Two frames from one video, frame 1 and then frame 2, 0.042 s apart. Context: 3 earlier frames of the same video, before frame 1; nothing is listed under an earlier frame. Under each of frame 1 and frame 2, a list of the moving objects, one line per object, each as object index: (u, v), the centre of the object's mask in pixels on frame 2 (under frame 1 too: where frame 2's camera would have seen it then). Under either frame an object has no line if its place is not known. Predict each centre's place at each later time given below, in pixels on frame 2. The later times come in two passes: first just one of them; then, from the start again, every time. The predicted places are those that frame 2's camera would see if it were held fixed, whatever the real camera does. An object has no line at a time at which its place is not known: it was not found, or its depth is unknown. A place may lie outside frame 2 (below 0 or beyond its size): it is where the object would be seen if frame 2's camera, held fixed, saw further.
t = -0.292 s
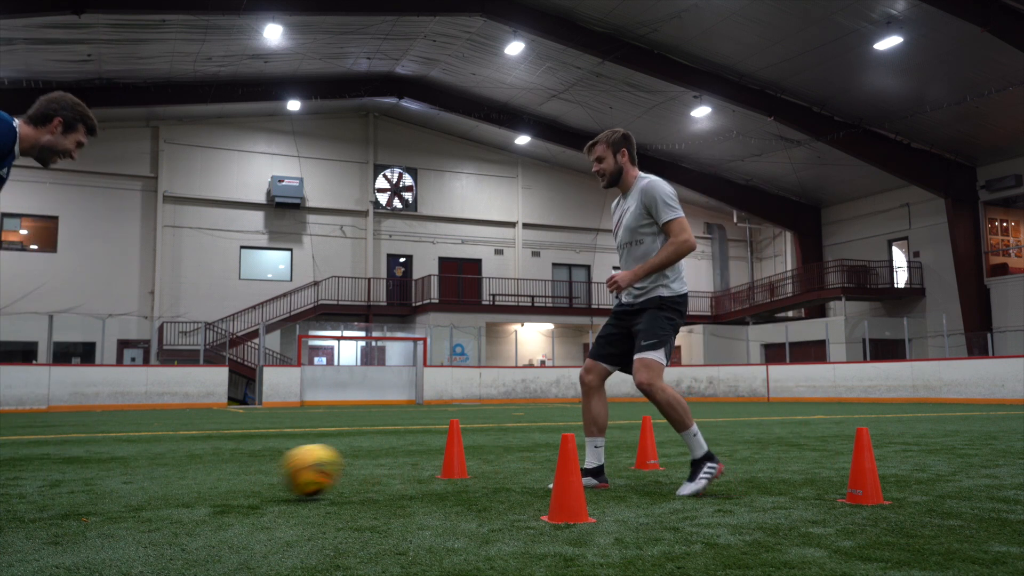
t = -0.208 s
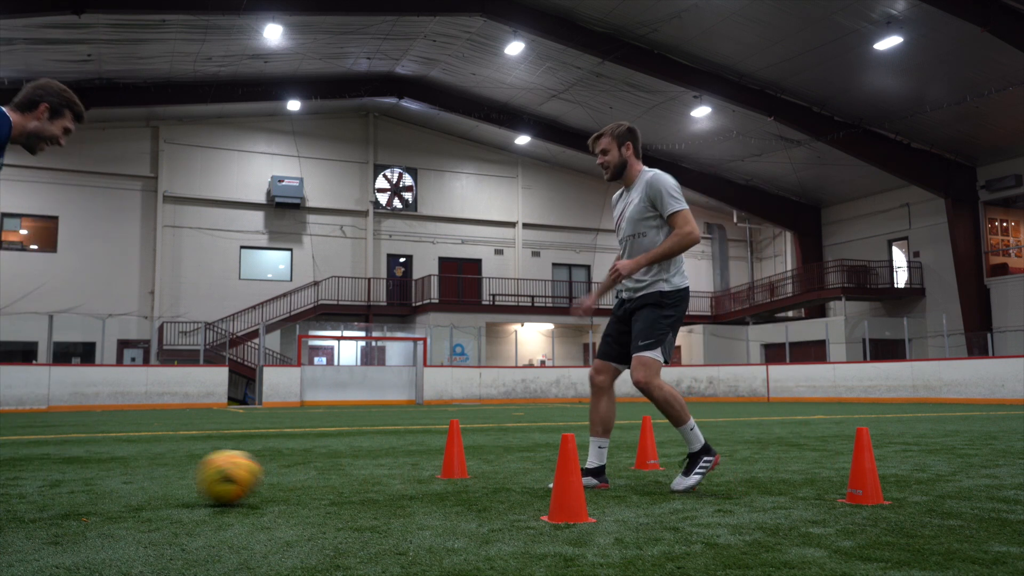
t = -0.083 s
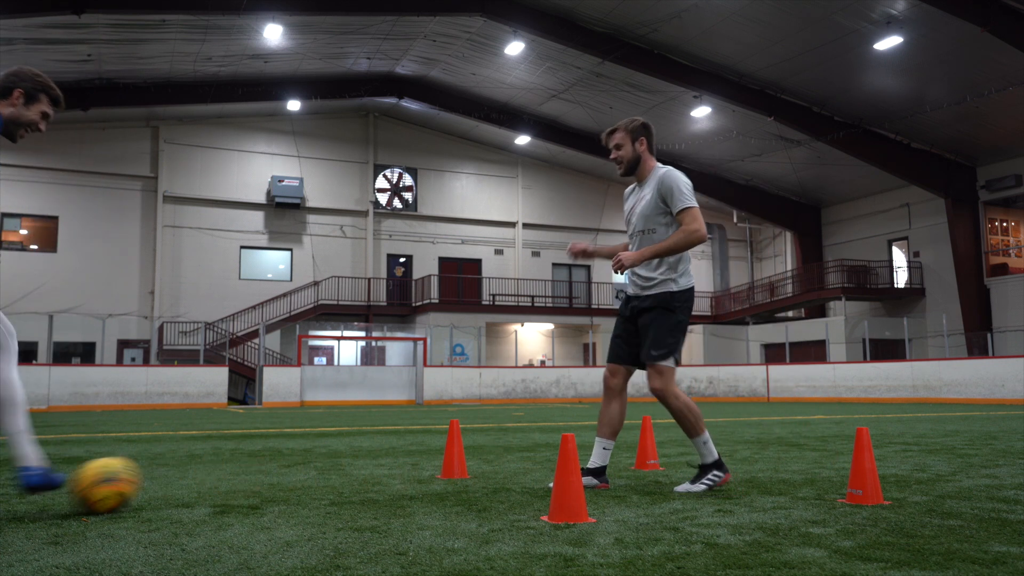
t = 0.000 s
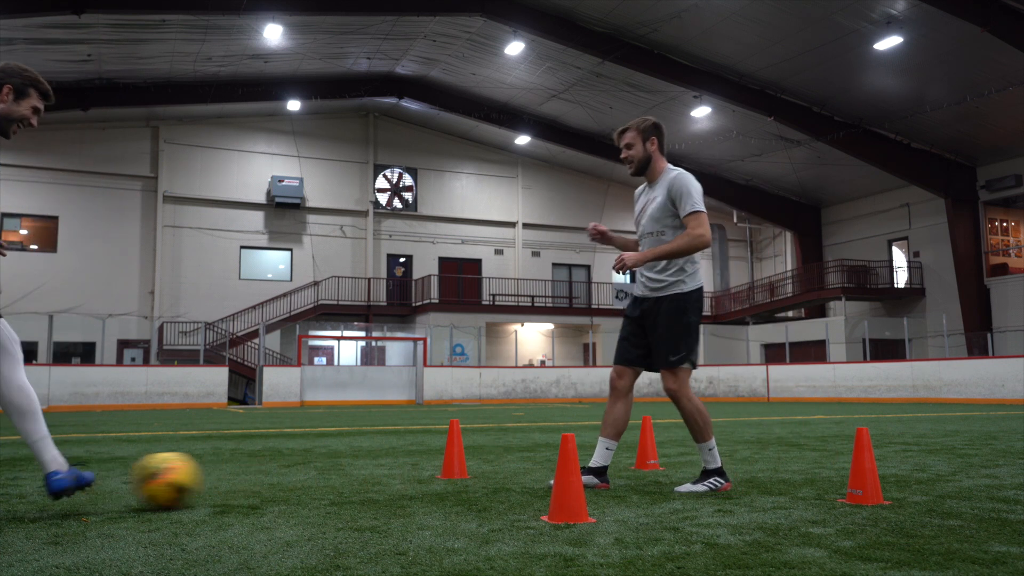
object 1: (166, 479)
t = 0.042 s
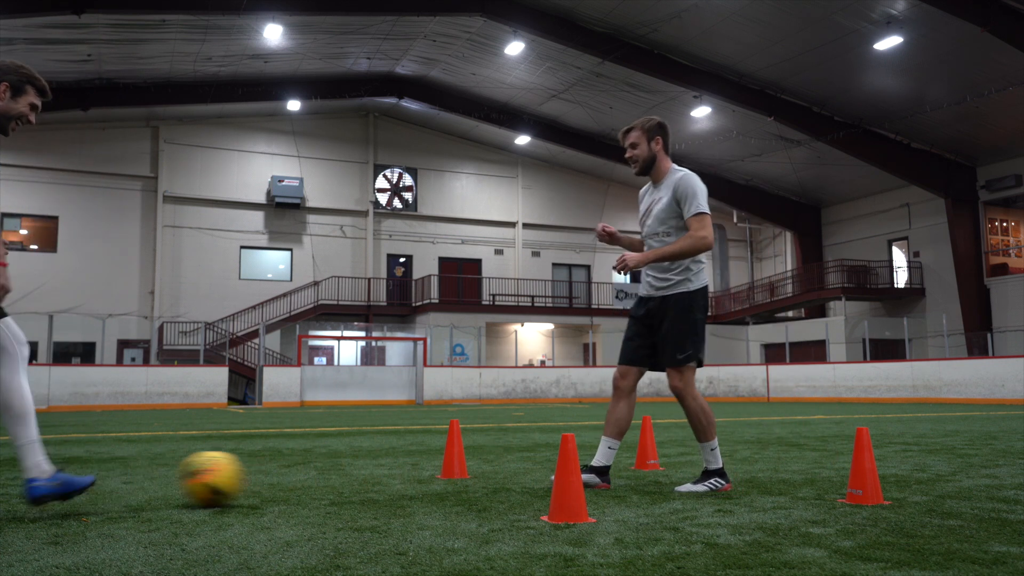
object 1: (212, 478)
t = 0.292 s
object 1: (407, 470)
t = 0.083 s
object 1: (253, 478)
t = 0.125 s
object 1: (290, 474)
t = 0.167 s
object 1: (325, 473)
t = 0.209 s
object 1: (356, 475)
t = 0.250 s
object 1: (382, 470)
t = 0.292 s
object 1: (407, 470)
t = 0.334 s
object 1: (431, 472)
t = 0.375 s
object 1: (453, 469)
